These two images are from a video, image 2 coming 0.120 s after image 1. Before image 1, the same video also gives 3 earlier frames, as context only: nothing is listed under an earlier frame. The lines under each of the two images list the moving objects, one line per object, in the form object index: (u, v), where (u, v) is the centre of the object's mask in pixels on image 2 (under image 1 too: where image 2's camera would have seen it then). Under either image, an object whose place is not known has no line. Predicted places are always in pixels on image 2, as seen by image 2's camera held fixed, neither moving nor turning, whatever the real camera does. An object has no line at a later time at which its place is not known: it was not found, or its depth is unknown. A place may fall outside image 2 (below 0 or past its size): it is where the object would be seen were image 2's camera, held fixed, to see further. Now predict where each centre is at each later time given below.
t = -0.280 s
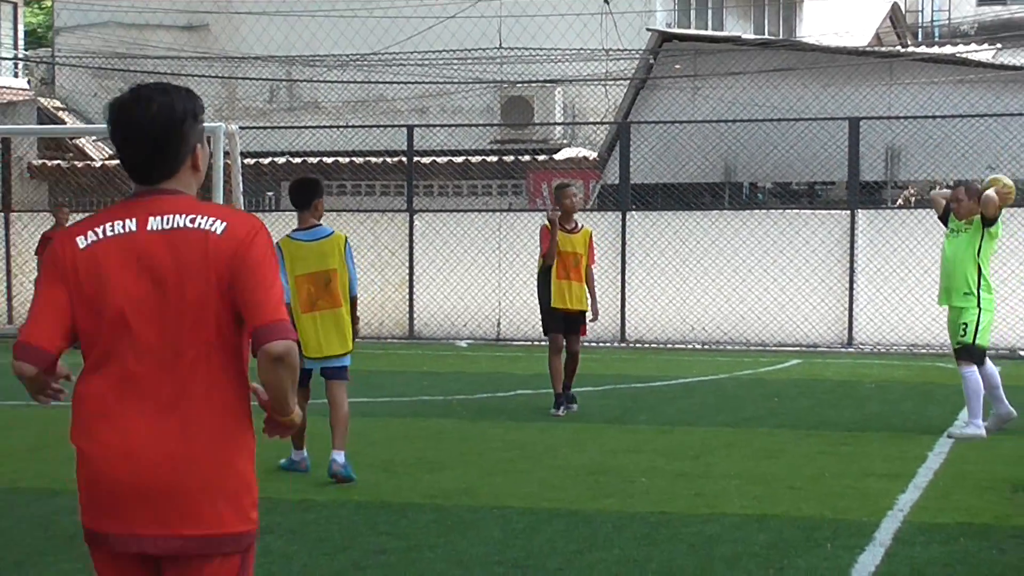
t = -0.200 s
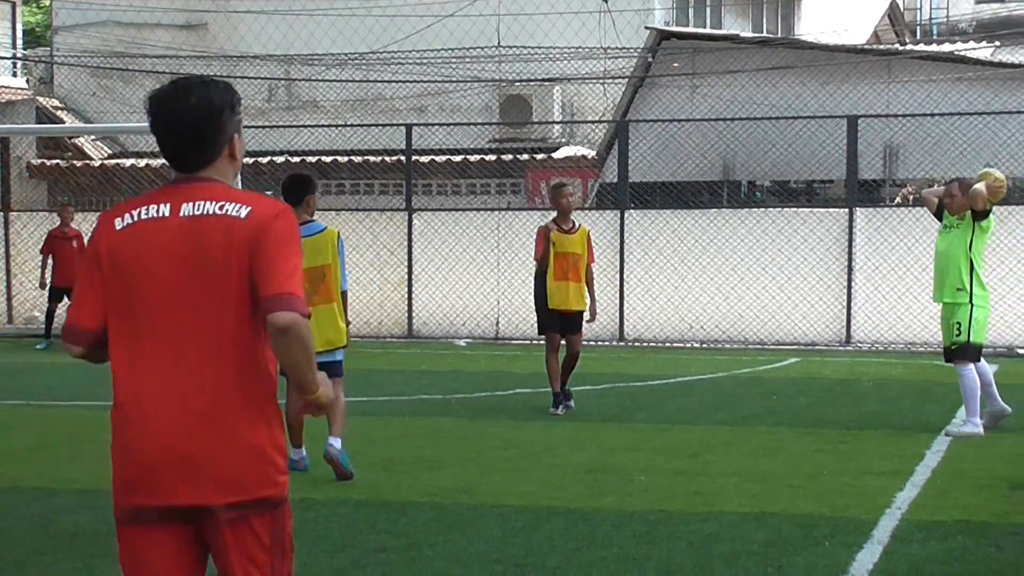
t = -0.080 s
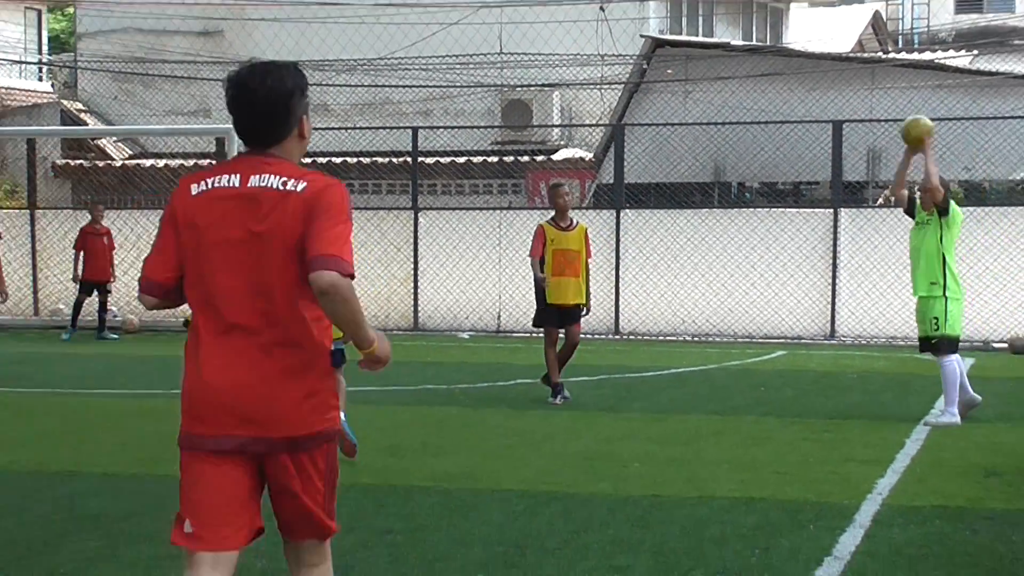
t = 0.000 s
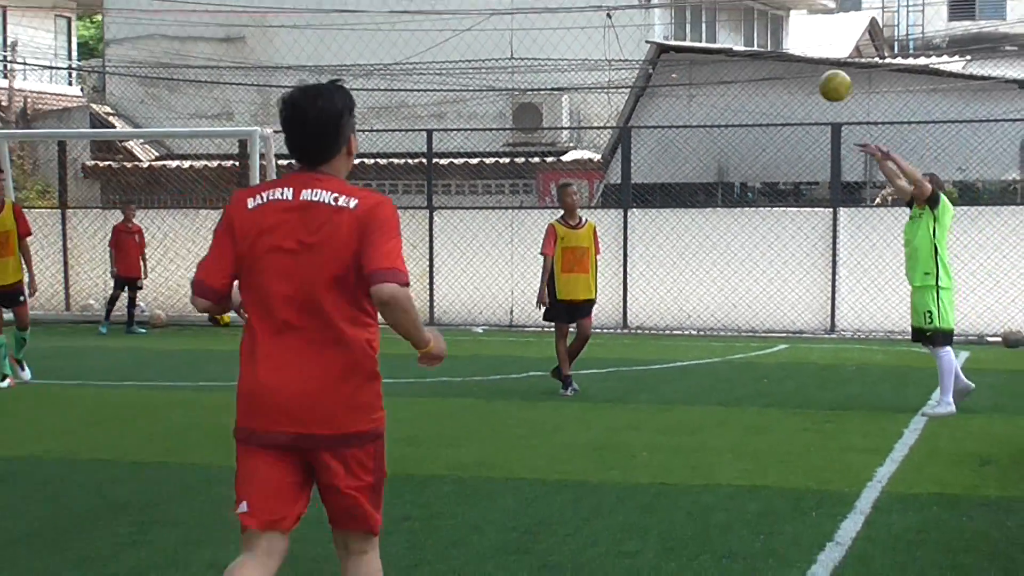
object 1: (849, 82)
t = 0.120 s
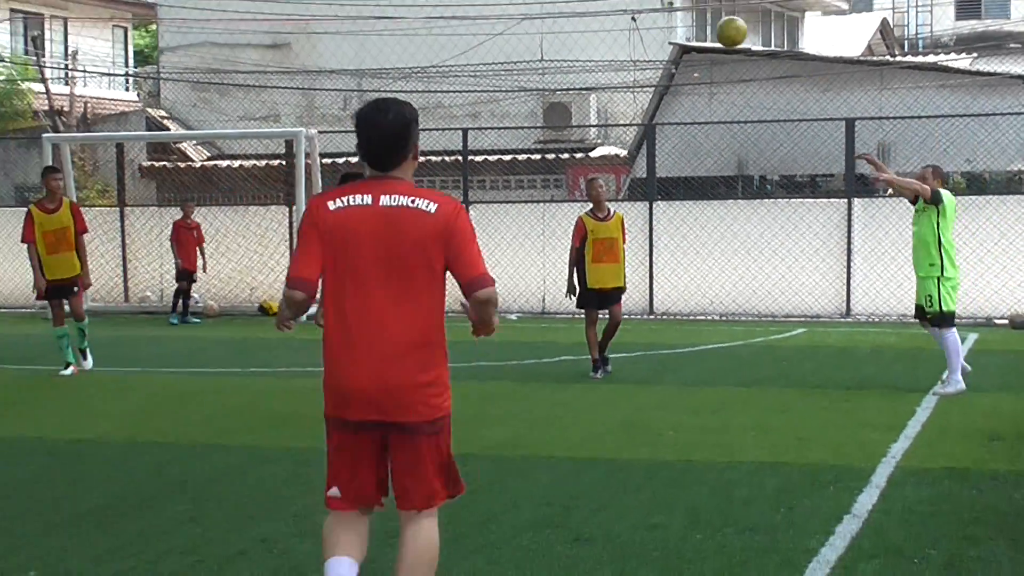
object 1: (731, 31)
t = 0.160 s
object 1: (693, 20)
